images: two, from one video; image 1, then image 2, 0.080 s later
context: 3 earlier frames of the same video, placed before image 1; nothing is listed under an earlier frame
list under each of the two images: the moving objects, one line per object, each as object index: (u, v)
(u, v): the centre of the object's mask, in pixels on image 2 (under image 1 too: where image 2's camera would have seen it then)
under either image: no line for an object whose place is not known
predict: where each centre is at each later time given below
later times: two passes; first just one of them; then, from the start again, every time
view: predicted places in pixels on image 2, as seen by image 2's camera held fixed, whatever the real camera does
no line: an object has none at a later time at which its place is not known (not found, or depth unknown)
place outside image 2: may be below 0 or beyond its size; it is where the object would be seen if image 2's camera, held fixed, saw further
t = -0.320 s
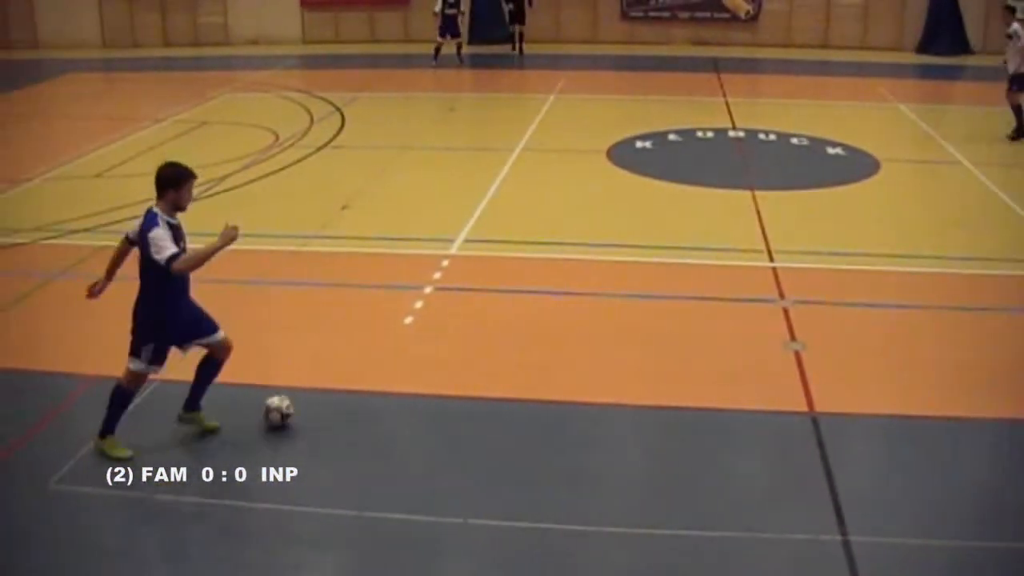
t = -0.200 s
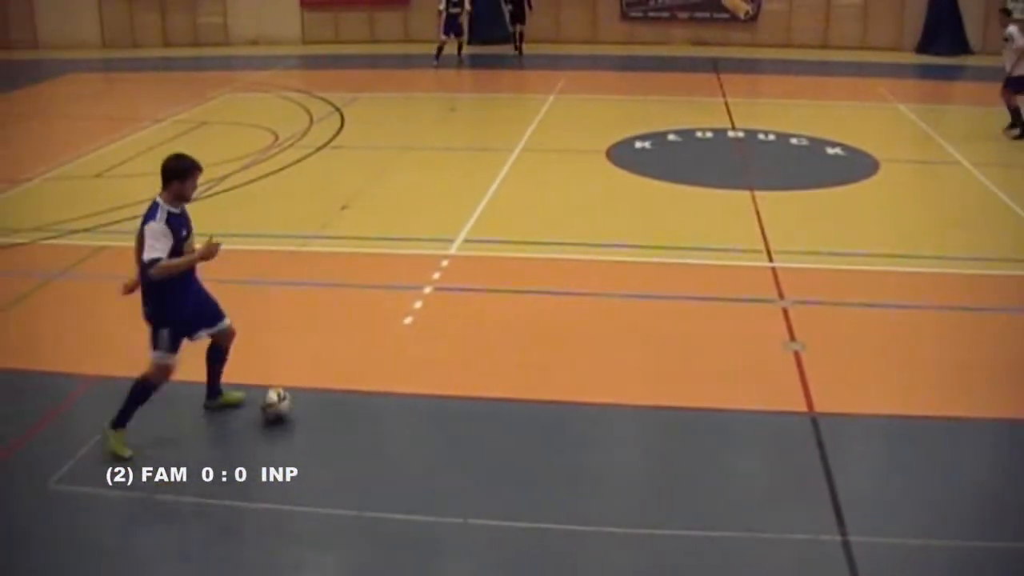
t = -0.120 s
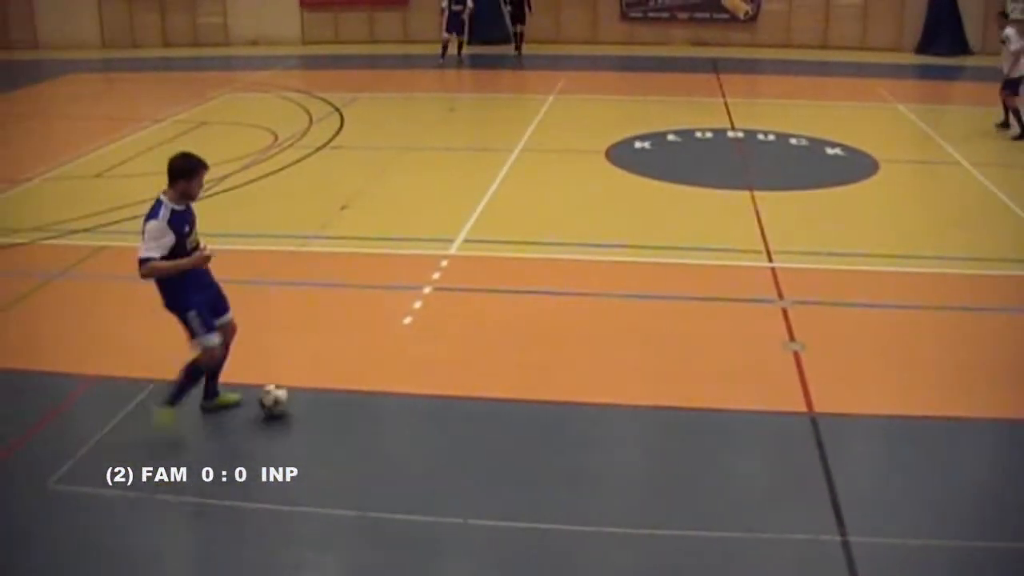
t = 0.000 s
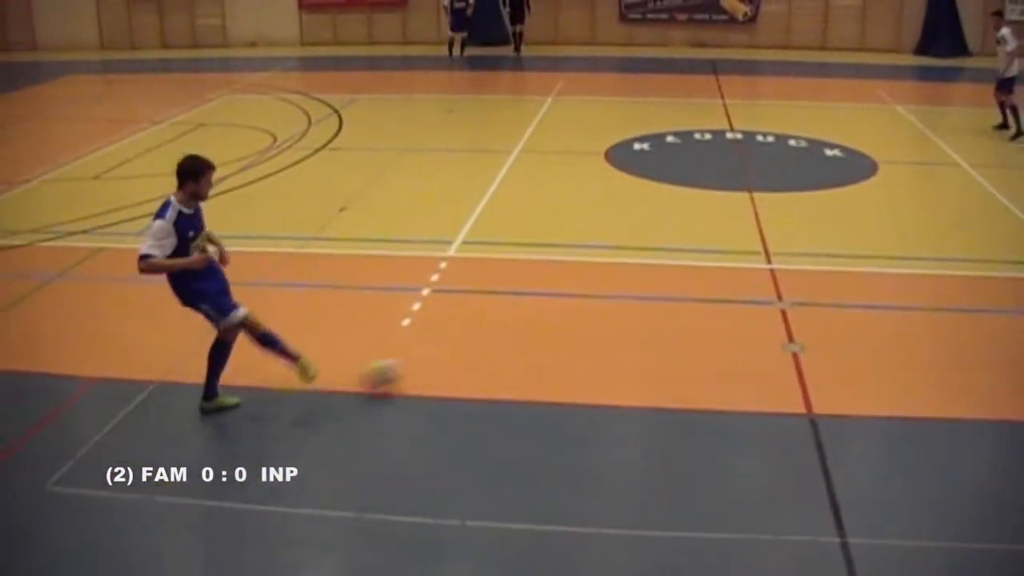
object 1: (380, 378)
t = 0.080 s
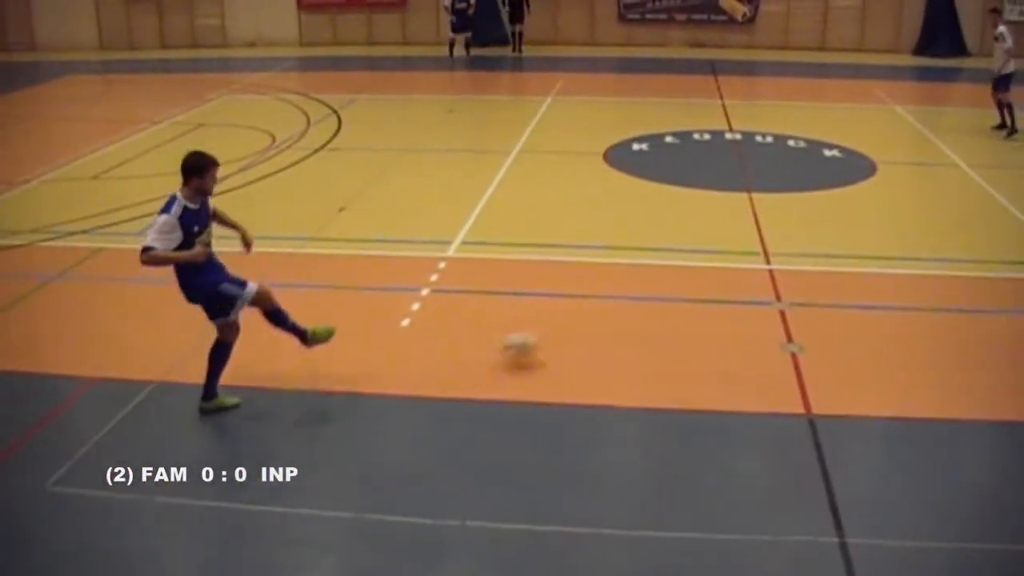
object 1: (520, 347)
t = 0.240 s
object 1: (745, 309)
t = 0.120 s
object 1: (586, 341)
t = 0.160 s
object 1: (644, 329)
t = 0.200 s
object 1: (696, 319)
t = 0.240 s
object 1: (745, 309)
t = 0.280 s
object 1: (792, 300)
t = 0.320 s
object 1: (832, 291)
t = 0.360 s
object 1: (871, 284)
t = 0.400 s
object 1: (906, 276)
